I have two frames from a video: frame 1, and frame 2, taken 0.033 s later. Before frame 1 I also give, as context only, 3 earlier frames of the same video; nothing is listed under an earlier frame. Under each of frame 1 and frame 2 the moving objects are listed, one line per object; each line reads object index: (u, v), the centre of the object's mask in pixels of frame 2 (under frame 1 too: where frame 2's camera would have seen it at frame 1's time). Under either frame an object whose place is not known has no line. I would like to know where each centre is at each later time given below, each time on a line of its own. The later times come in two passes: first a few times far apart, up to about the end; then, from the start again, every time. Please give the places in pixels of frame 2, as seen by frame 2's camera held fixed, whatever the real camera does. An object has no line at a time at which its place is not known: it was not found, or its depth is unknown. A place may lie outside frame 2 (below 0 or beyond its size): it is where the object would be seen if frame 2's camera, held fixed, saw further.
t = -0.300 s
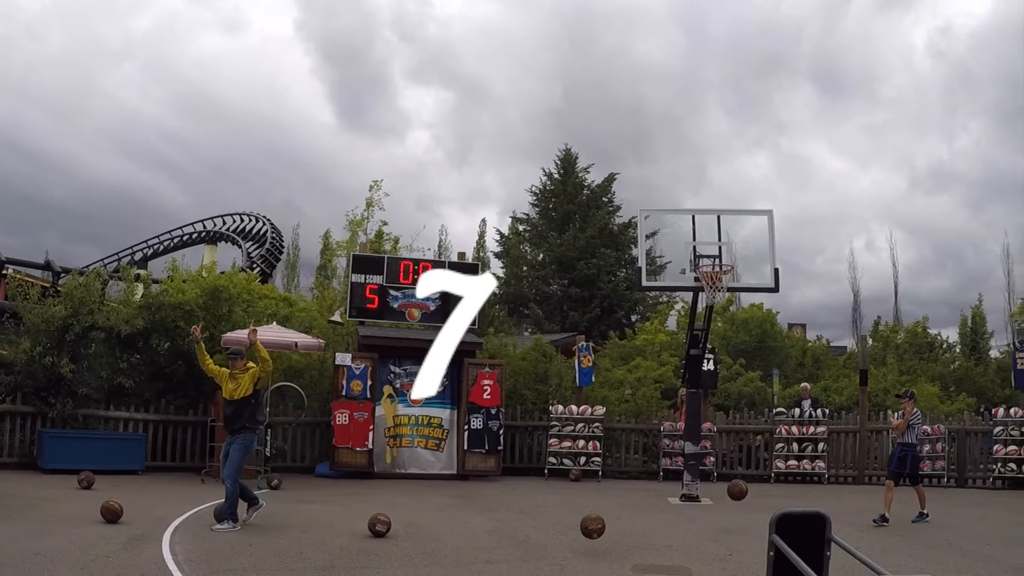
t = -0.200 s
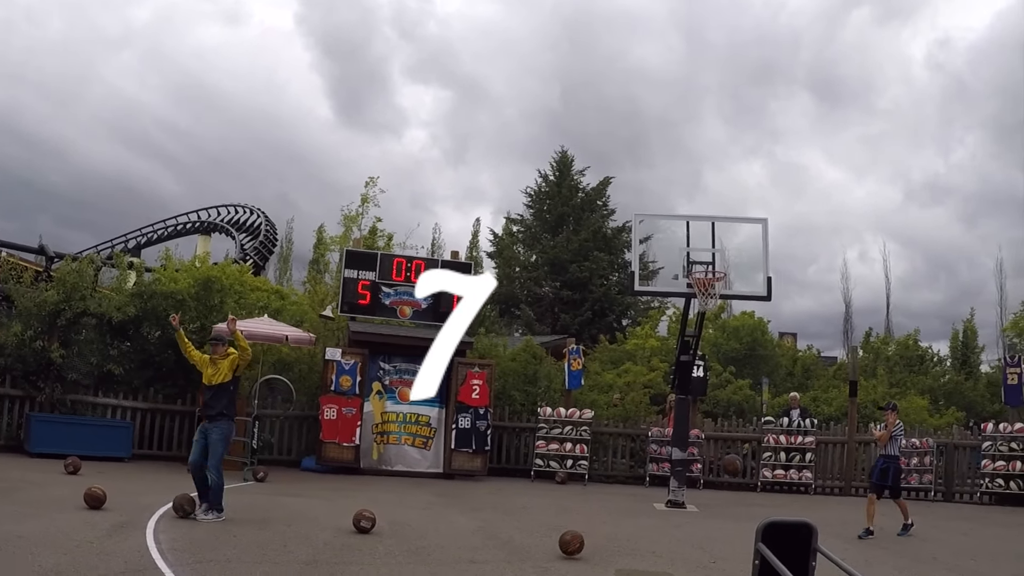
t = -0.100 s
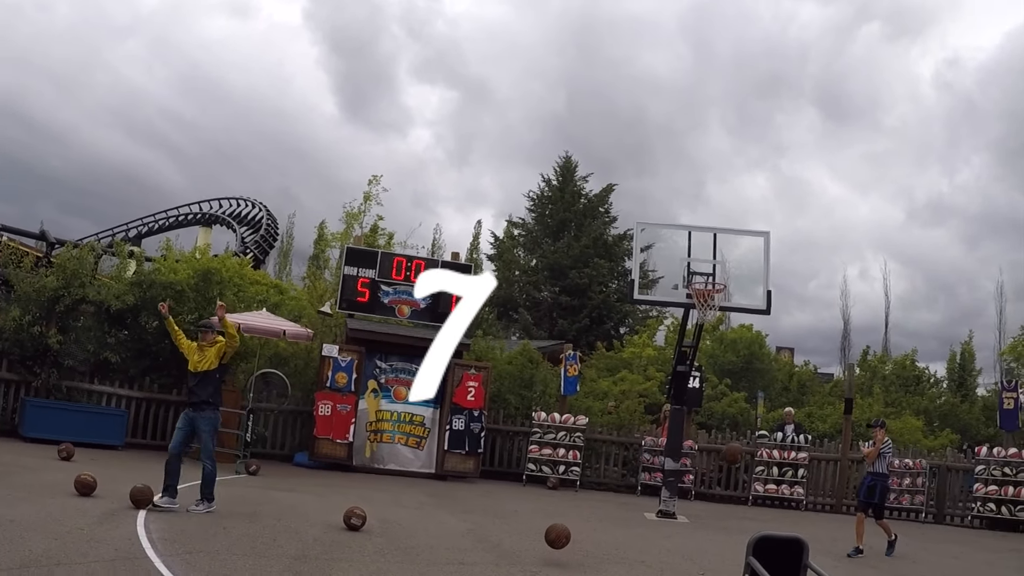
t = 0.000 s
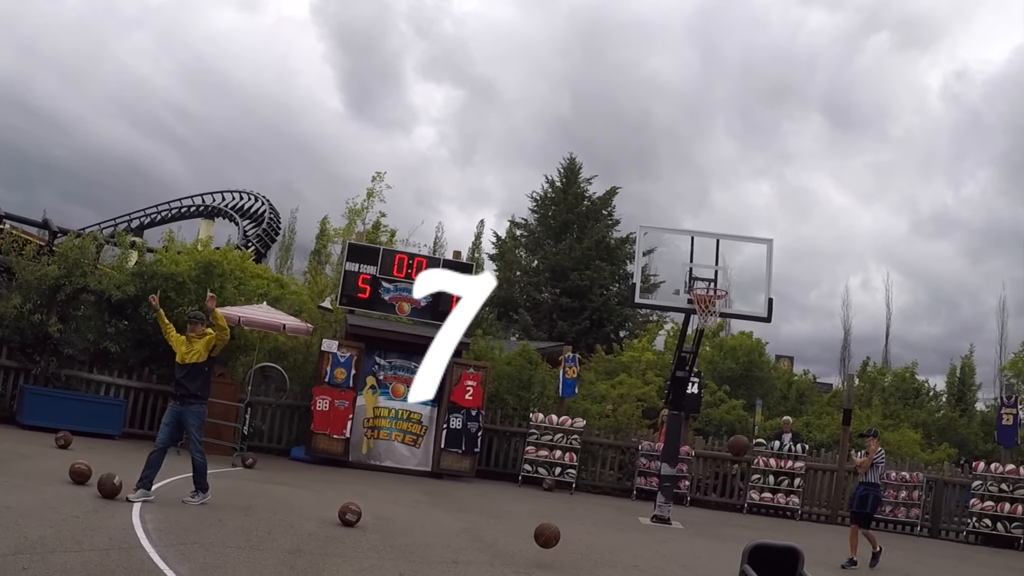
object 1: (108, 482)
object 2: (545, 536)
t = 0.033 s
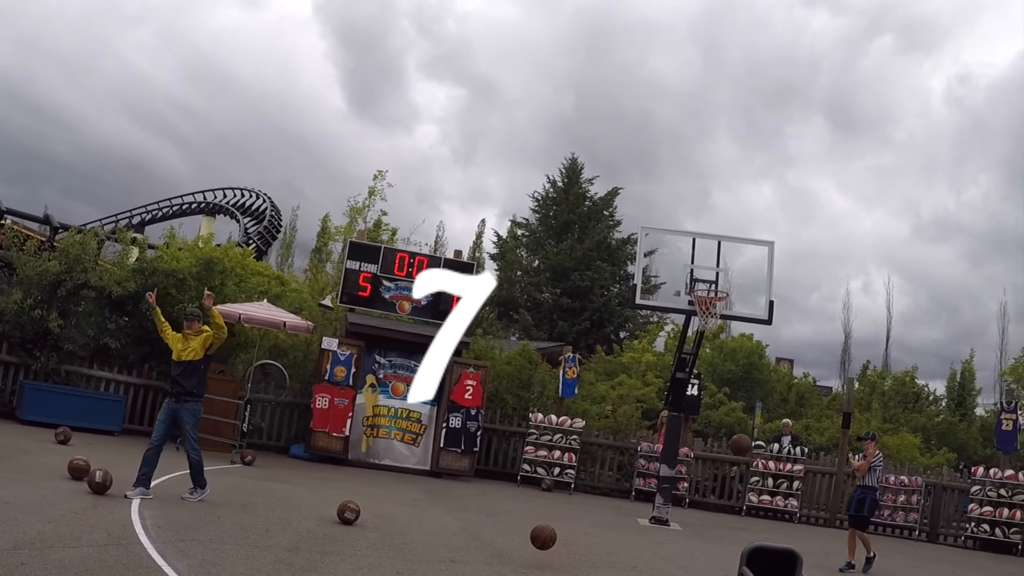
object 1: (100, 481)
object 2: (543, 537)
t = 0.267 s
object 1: (35, 478)
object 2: (531, 546)
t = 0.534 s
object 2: (517, 550)
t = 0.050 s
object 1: (95, 481)
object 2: (542, 538)
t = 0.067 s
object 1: (90, 482)
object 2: (541, 540)
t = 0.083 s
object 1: (86, 481)
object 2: (540, 542)
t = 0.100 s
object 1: (81, 481)
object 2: (539, 544)
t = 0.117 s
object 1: (77, 480)
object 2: (538, 546)
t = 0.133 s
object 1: (72, 480)
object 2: (536, 549)
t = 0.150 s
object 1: (68, 479)
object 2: (534, 553)
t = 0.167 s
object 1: (63, 479)
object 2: (533, 556)
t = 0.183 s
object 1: (58, 479)
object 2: (532, 556)
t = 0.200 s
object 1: (53, 479)
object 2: (532, 553)
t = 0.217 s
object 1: (49, 479)
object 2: (532, 551)
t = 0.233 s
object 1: (44, 478)
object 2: (531, 549)
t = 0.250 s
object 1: (39, 478)
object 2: (531, 547)
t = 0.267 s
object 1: (35, 478)
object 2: (531, 546)
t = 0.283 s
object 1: (30, 478)
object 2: (531, 544)
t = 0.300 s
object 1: (25, 477)
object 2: (530, 543)
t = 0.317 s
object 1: (20, 477)
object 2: (529, 542)
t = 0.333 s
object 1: (15, 477)
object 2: (529, 542)
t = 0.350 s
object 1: (9, 477)
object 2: (528, 542)
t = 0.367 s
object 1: (3, 477)
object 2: (527, 543)
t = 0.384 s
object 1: (-3, 477)
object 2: (526, 543)
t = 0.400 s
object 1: (-7, 477)
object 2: (525, 545)
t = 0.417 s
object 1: (-10, 477)
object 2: (524, 546)
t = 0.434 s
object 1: (-13, 475)
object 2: (523, 548)
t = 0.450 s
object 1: (-17, 476)
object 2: (521, 550)
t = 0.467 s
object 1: (-19, 475)
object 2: (520, 553)
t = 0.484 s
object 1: (-22, 476)
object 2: (519, 555)
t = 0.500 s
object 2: (518, 553)
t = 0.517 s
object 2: (518, 551)
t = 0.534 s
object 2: (517, 550)
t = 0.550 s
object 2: (516, 549)
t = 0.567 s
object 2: (516, 548)
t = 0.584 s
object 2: (515, 547)
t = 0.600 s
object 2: (514, 547)
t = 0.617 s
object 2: (512, 547)
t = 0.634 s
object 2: (510, 548)
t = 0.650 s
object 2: (509, 549)
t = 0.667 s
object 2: (508, 550)
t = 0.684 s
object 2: (506, 550)
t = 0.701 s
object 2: (505, 549)
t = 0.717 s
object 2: (503, 553)
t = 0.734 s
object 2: (503, 558)
